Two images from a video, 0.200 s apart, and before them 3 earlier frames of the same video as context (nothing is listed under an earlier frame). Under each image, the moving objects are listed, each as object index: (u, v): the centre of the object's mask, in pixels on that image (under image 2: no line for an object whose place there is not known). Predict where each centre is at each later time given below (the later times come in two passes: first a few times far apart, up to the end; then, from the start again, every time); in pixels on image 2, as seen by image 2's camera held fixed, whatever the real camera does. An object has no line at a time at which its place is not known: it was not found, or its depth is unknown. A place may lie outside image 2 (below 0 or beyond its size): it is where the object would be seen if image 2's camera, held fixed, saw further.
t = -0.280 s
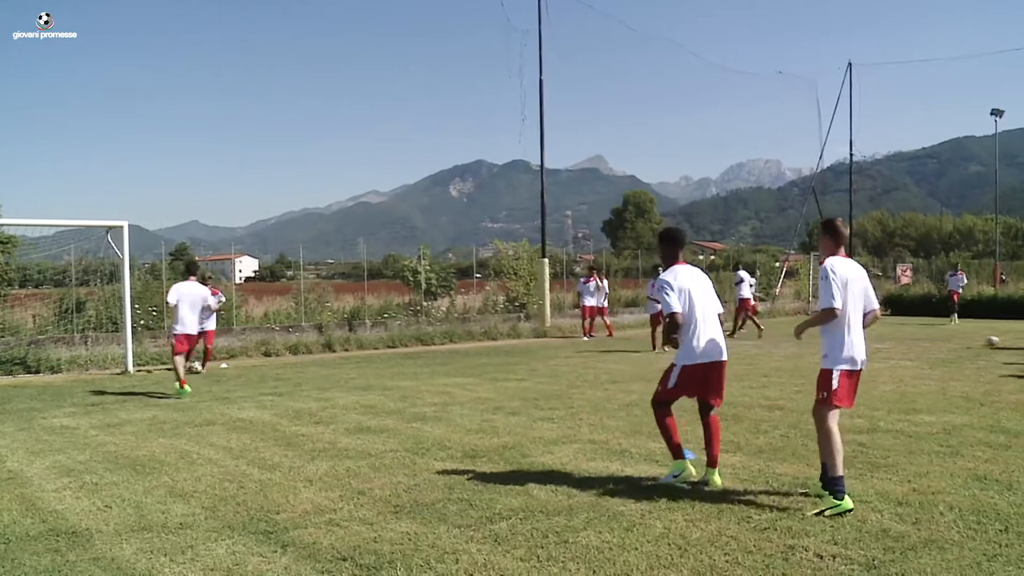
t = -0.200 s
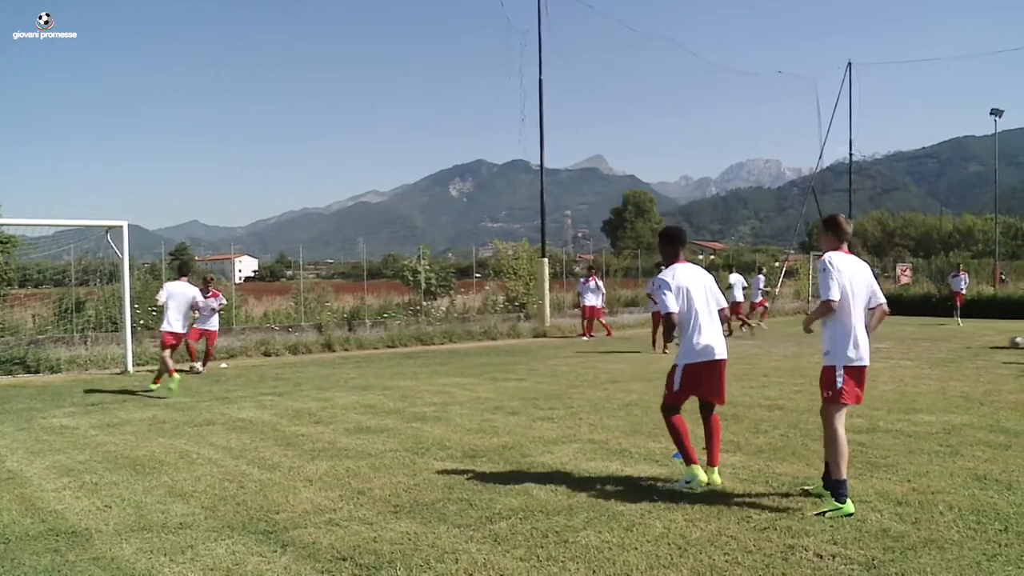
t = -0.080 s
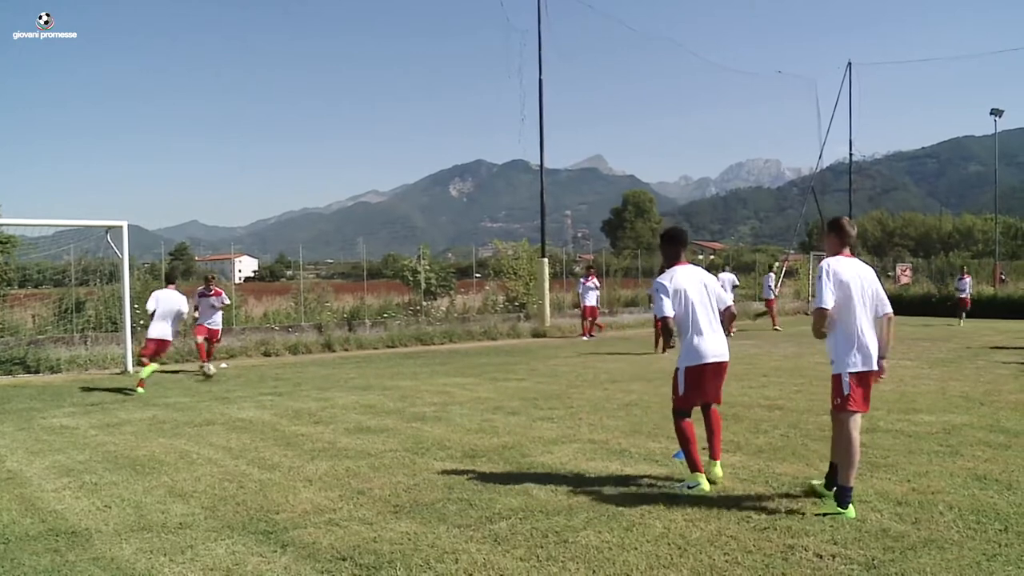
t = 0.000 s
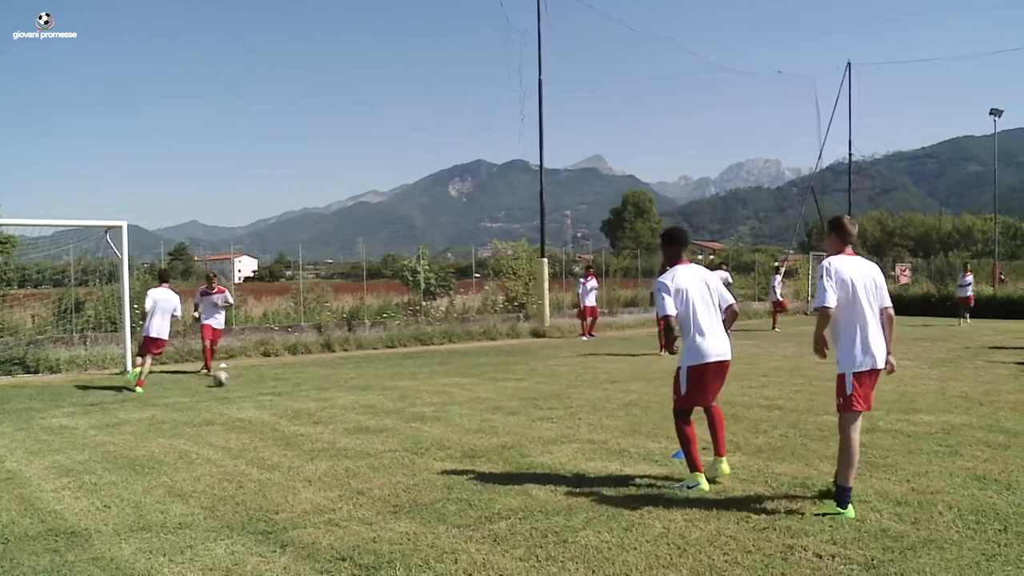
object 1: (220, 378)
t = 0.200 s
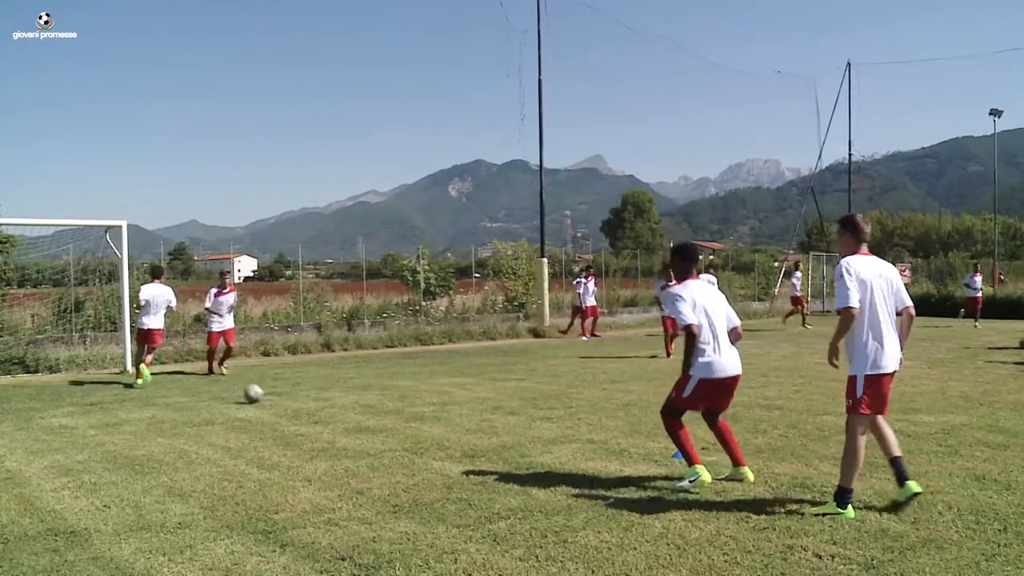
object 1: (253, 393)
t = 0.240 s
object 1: (261, 399)
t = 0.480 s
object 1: (309, 423)
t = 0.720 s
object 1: (370, 452)
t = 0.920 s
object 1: (430, 481)
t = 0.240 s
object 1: (261, 399)
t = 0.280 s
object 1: (268, 402)
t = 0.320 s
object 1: (275, 404)
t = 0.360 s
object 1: (283, 407)
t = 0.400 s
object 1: (291, 412)
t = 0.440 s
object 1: (300, 418)
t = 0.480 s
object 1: (309, 423)
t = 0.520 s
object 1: (318, 428)
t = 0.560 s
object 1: (328, 433)
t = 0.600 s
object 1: (338, 439)
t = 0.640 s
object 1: (347, 444)
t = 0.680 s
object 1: (357, 447)
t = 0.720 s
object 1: (370, 452)
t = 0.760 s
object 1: (380, 456)
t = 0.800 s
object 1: (392, 461)
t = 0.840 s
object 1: (404, 468)
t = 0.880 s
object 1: (418, 476)
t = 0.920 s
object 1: (430, 481)
